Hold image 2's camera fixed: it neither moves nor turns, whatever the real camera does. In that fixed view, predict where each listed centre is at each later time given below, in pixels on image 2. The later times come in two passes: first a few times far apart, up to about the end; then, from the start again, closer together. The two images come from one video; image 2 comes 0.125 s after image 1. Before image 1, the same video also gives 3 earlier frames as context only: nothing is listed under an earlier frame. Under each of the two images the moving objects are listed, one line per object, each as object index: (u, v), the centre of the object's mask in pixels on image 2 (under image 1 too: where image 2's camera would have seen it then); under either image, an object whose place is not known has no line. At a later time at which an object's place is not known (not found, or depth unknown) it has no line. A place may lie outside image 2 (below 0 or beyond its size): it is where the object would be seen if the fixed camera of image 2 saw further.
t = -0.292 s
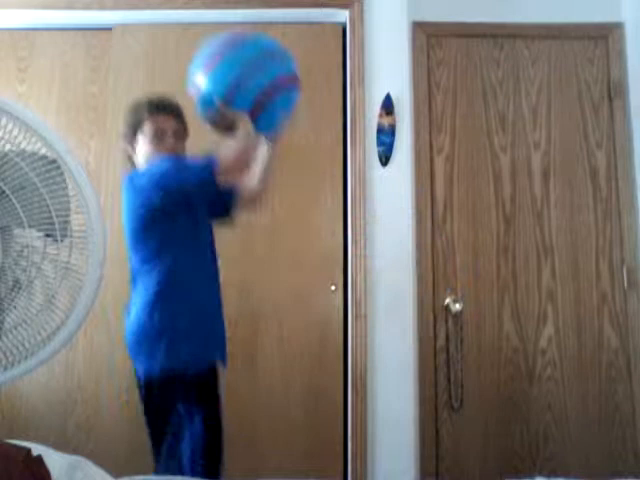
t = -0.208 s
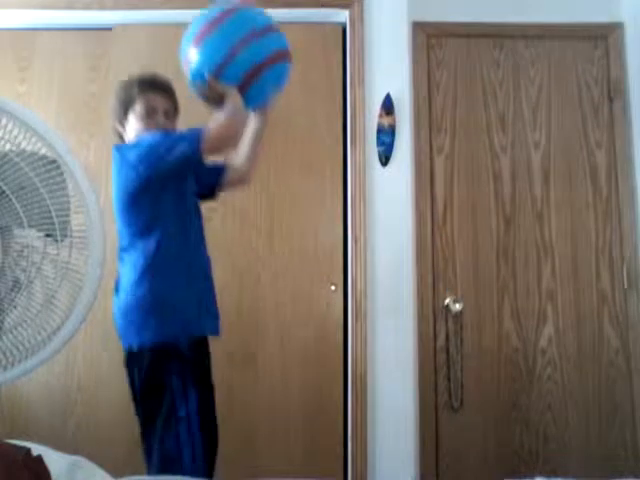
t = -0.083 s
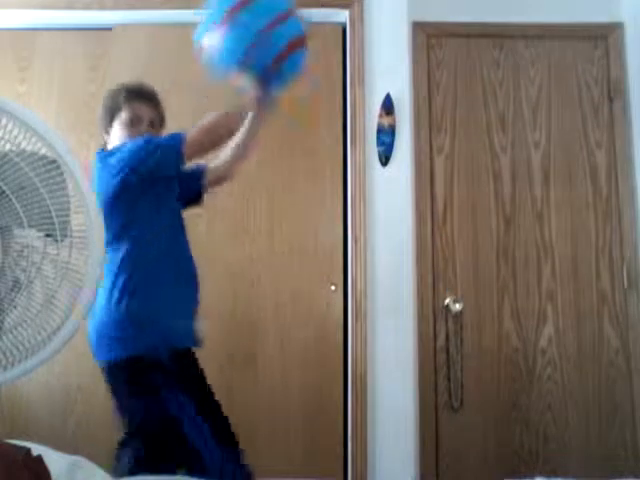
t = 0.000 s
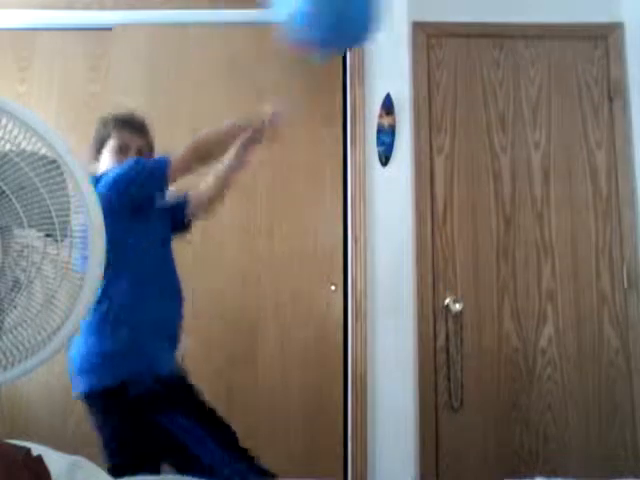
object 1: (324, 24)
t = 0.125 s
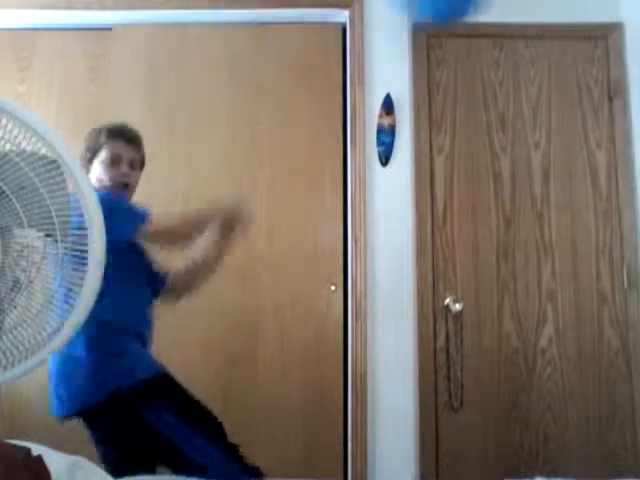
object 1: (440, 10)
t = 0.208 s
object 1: (509, 9)
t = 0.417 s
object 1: (604, 46)
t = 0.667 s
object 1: (448, 258)
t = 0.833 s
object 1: (327, 464)
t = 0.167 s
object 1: (476, 9)
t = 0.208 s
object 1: (509, 9)
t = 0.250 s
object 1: (544, 12)
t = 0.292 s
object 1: (579, 16)
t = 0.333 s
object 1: (602, 23)
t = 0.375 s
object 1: (616, 31)
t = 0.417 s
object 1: (604, 46)
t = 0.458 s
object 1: (589, 61)
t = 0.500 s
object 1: (563, 90)
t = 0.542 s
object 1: (533, 124)
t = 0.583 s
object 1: (503, 166)
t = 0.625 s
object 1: (472, 211)
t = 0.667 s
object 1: (448, 258)
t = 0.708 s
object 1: (417, 317)
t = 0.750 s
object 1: (387, 377)
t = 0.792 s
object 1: (355, 438)
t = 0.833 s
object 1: (327, 464)
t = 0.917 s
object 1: (276, 456)
